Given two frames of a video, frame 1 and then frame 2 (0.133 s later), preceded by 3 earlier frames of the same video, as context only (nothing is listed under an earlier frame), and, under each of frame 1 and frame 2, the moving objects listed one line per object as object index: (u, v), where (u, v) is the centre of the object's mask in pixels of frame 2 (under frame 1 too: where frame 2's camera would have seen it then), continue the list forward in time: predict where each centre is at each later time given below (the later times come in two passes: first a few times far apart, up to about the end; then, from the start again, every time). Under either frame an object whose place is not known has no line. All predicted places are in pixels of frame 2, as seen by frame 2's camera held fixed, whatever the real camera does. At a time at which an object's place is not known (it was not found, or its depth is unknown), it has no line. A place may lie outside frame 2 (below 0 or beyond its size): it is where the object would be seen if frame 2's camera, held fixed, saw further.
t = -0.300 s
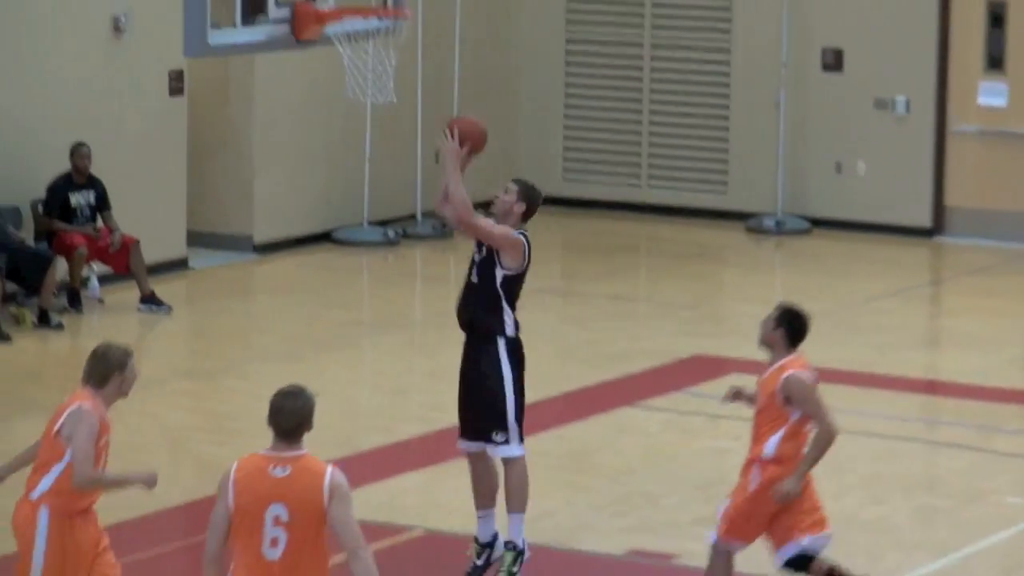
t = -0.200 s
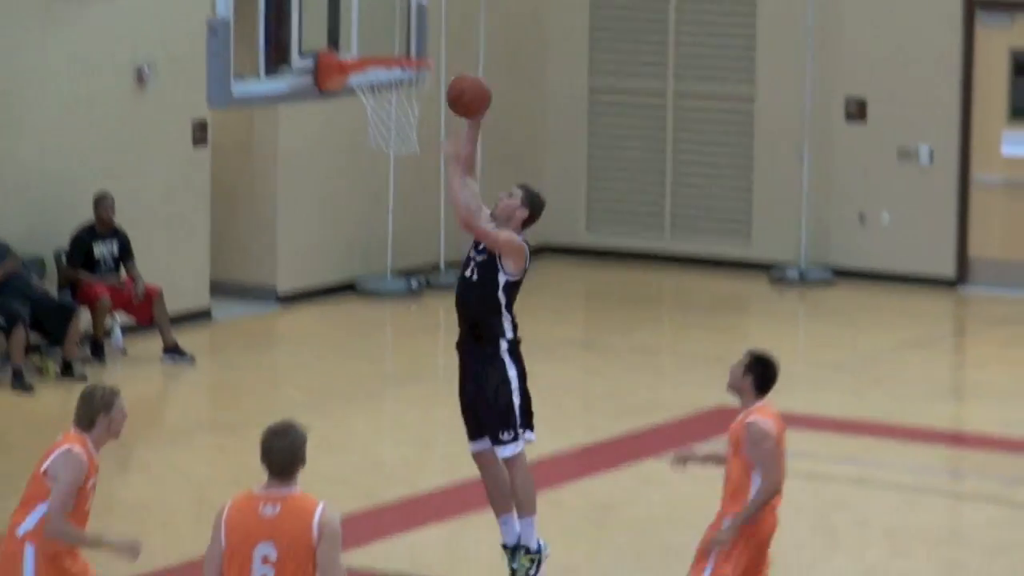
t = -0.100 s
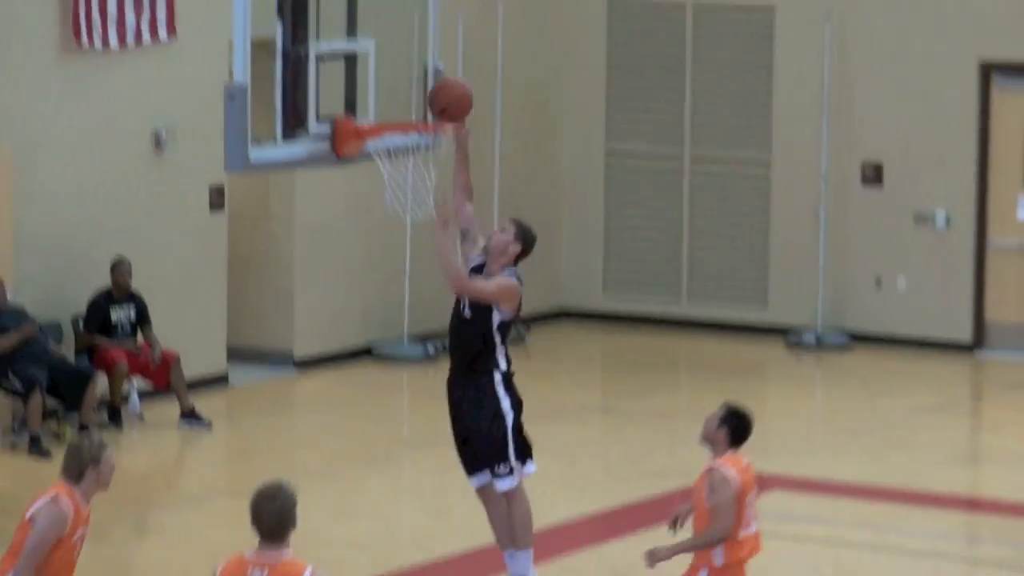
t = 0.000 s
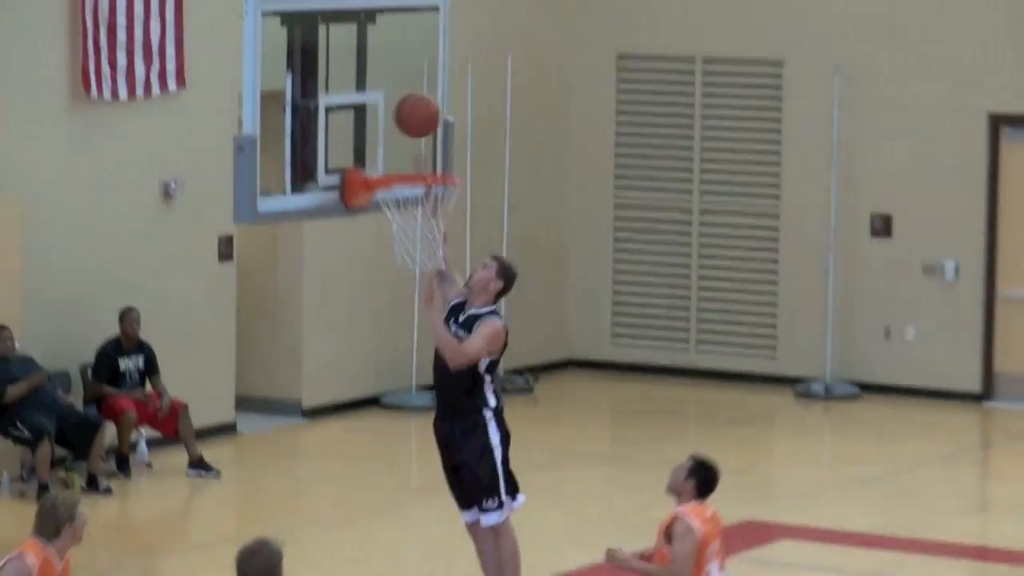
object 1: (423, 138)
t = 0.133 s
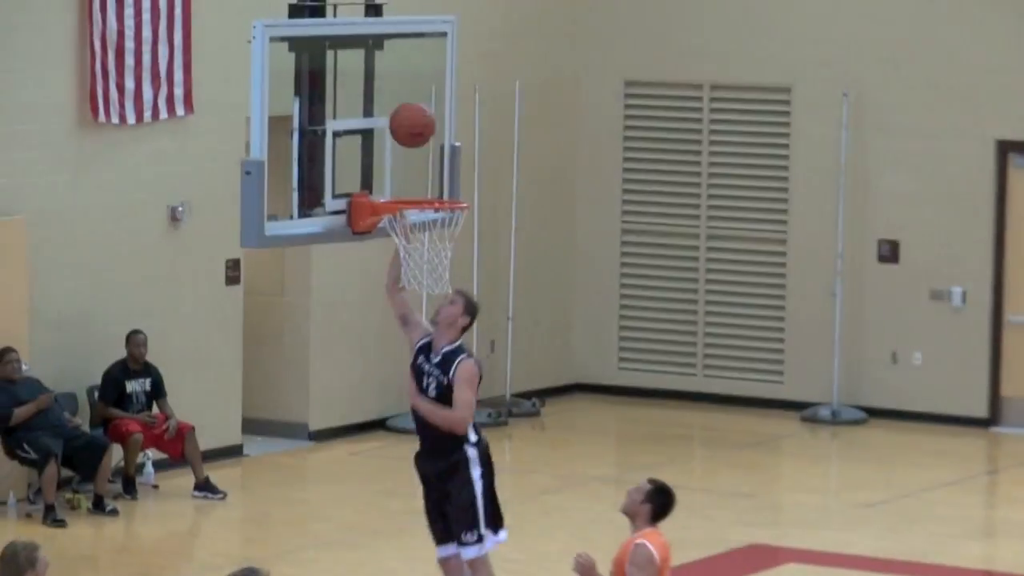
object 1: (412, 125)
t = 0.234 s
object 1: (423, 138)
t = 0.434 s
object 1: (432, 188)
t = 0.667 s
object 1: (423, 208)
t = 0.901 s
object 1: (431, 257)
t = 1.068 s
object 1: (426, 298)
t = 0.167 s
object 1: (417, 127)
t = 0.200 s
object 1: (421, 132)
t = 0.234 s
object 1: (423, 138)
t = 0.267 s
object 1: (428, 146)
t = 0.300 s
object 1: (431, 157)
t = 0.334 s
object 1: (434, 169)
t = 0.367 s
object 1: (438, 184)
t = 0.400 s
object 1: (437, 188)
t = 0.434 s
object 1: (432, 188)
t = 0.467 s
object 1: (426, 189)
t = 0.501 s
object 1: (420, 192)
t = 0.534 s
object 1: (418, 193)
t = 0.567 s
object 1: (419, 193)
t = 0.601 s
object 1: (420, 199)
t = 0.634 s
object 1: (421, 203)
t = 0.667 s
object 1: (423, 208)
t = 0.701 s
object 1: (424, 213)
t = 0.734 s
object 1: (426, 218)
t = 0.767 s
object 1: (428, 227)
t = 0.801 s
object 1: (429, 234)
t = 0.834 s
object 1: (428, 244)
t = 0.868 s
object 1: (431, 253)
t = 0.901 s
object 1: (431, 257)
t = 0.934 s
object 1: (430, 260)
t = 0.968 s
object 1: (428, 266)
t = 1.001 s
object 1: (428, 273)
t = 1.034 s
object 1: (426, 284)
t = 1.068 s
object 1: (426, 298)
